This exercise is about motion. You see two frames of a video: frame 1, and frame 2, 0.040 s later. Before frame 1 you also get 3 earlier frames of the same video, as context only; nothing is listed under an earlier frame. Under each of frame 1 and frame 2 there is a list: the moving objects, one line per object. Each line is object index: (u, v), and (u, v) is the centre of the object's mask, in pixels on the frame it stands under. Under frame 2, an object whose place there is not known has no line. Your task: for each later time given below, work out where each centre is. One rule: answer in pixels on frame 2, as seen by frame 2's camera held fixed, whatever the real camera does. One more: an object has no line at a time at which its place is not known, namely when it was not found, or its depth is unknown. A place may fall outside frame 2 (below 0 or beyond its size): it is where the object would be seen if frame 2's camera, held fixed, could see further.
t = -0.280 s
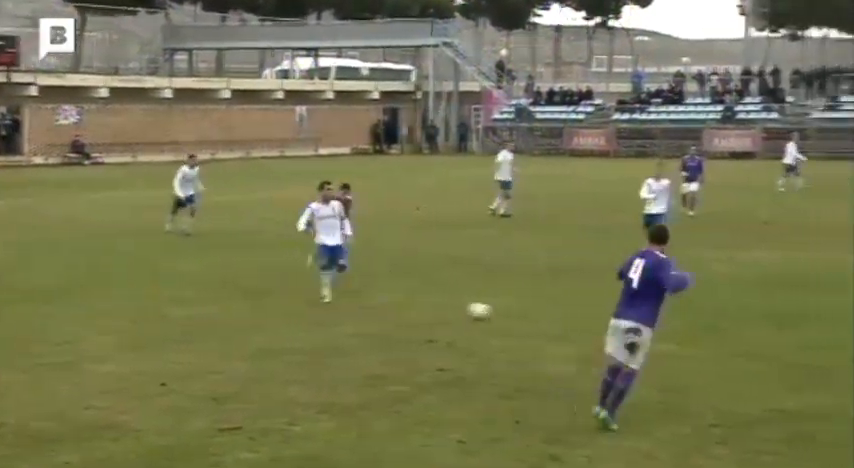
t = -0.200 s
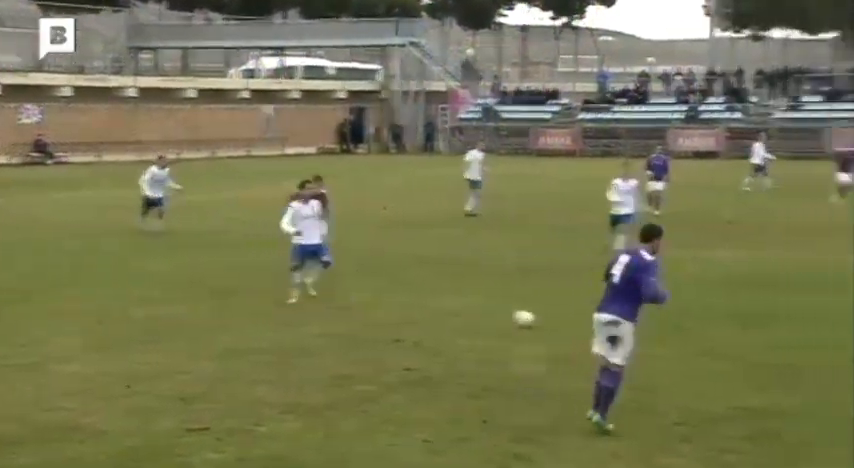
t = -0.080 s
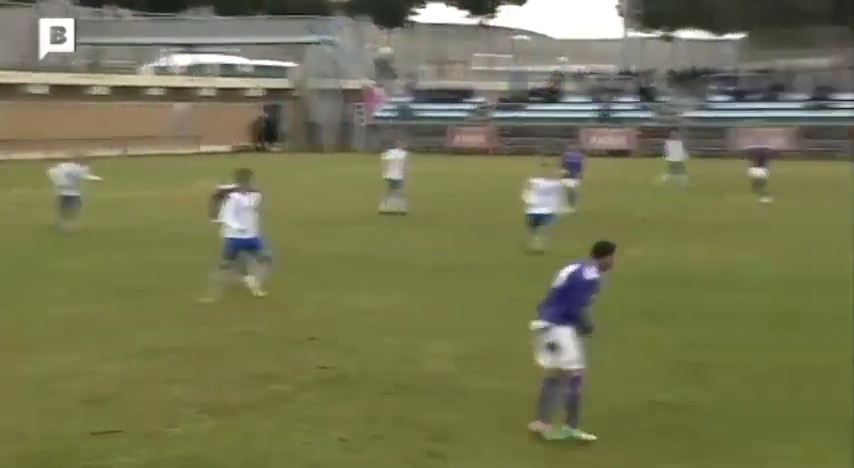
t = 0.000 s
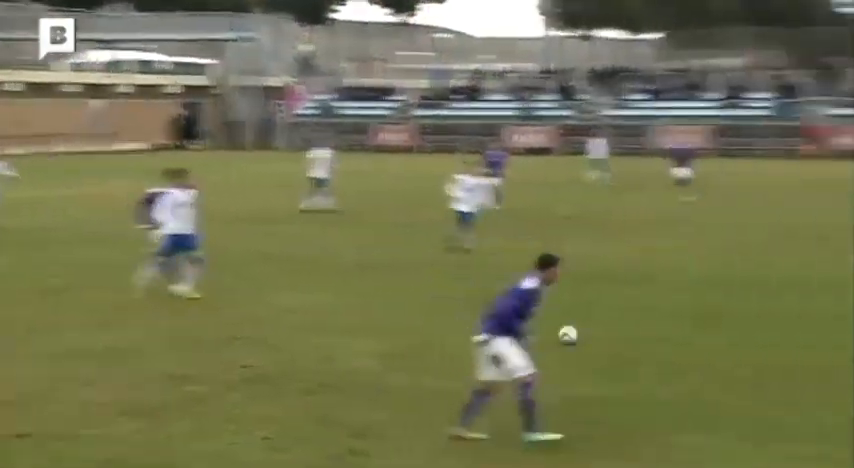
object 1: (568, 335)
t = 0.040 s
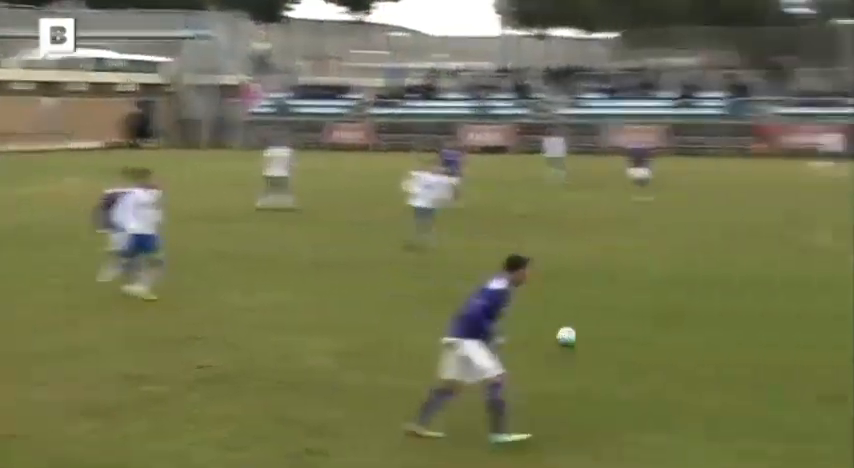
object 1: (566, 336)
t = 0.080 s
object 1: (608, 341)
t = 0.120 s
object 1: (647, 346)
